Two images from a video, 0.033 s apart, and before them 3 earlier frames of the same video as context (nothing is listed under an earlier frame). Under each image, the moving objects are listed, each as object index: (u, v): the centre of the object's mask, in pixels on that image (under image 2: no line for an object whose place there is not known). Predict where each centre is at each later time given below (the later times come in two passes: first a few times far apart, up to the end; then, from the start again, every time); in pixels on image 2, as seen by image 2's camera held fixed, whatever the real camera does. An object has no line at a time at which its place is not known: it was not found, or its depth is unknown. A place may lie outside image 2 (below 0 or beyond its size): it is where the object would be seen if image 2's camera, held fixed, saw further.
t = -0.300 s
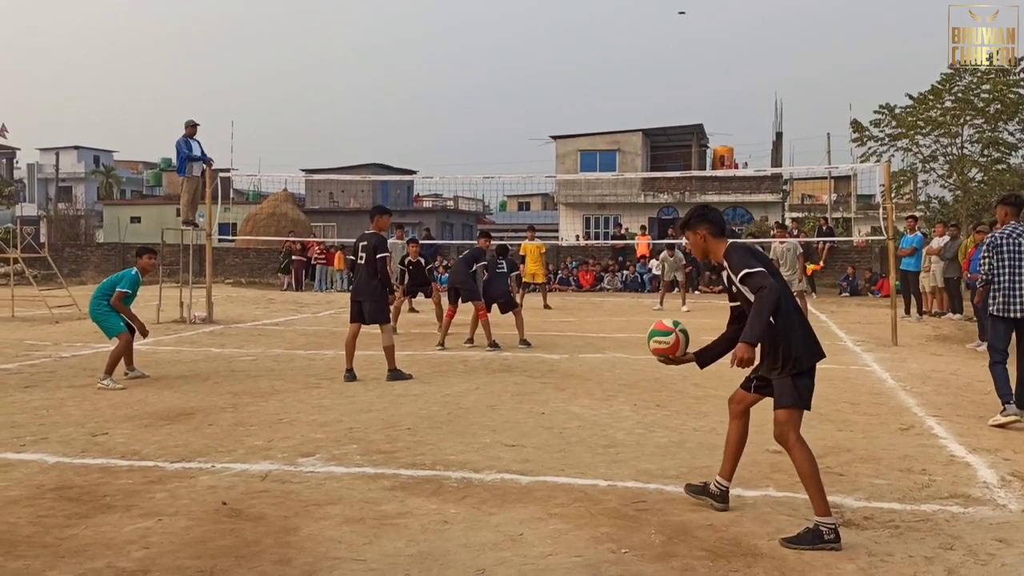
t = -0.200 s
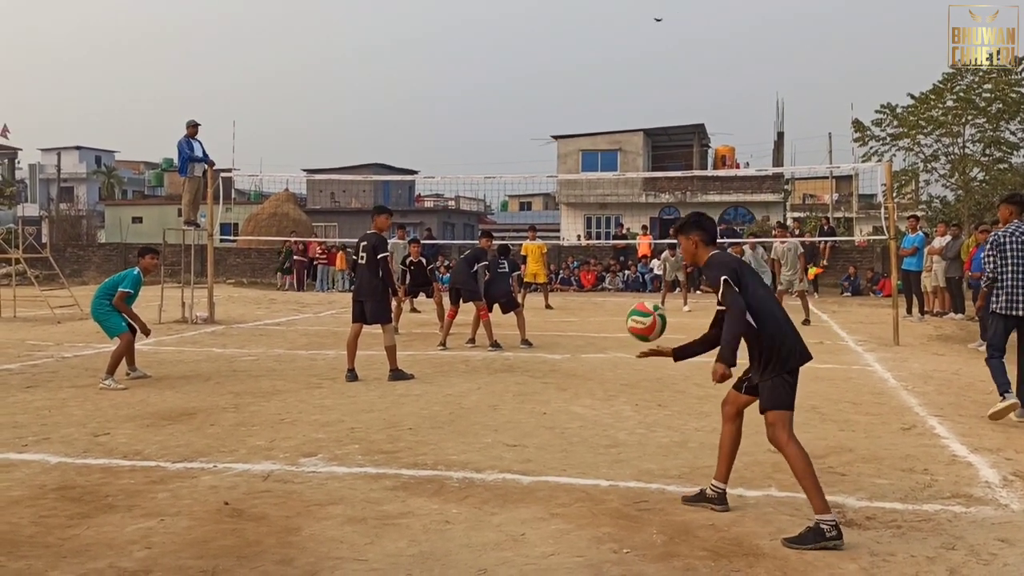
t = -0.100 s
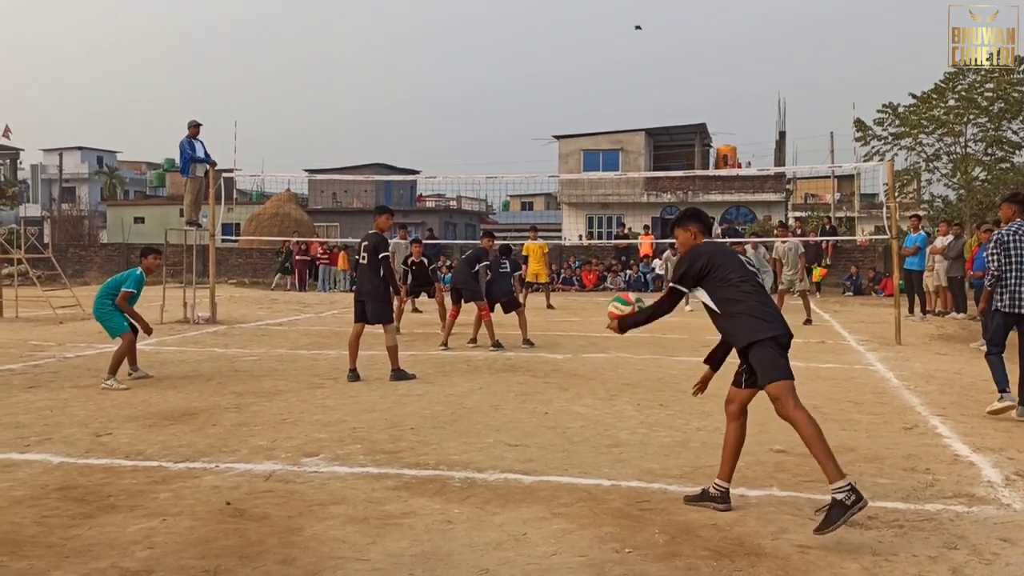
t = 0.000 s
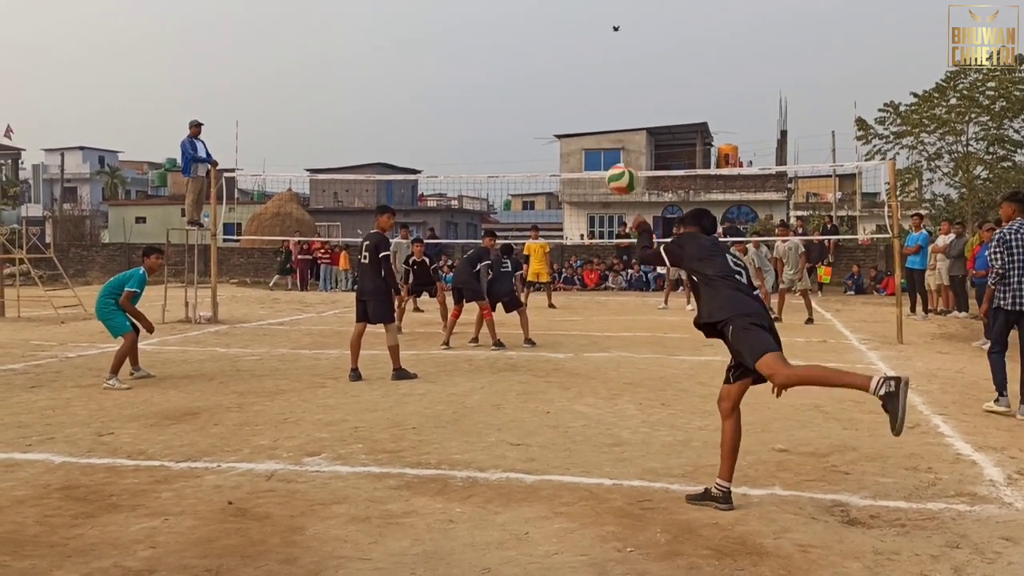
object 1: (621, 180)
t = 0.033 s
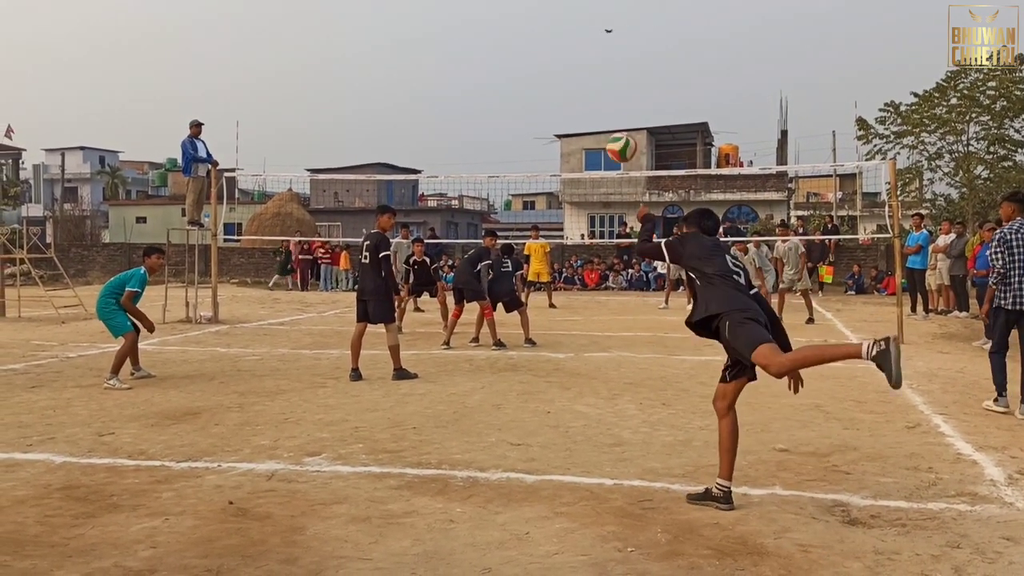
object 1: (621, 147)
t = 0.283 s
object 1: (614, 20)
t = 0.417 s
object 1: (609, 2)
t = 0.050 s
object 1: (621, 133)
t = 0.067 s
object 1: (621, 120)
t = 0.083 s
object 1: (620, 108)
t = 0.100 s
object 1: (620, 97)
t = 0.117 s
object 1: (619, 87)
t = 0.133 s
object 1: (619, 78)
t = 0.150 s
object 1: (619, 69)
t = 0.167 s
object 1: (618, 60)
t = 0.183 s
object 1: (617, 53)
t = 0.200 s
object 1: (617, 46)
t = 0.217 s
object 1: (617, 40)
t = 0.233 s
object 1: (616, 34)
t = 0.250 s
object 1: (615, 29)
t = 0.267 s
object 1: (615, 25)
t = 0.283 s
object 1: (614, 20)
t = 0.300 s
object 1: (613, 17)
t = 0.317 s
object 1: (613, 14)
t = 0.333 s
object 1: (612, 11)
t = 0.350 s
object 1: (611, 8)
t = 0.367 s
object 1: (611, 6)
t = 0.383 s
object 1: (610, 4)
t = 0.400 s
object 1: (609, 3)
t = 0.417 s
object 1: (609, 2)
